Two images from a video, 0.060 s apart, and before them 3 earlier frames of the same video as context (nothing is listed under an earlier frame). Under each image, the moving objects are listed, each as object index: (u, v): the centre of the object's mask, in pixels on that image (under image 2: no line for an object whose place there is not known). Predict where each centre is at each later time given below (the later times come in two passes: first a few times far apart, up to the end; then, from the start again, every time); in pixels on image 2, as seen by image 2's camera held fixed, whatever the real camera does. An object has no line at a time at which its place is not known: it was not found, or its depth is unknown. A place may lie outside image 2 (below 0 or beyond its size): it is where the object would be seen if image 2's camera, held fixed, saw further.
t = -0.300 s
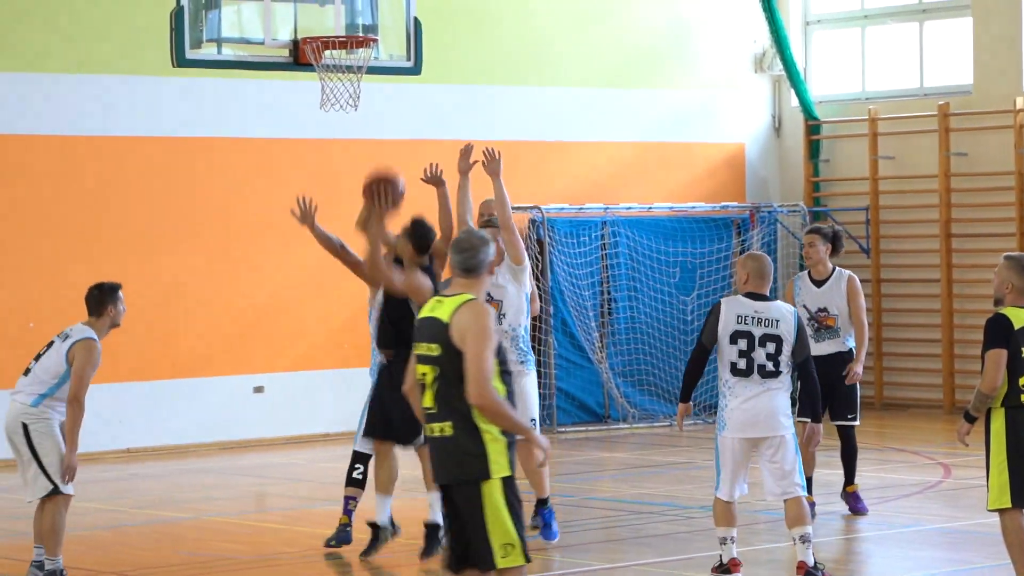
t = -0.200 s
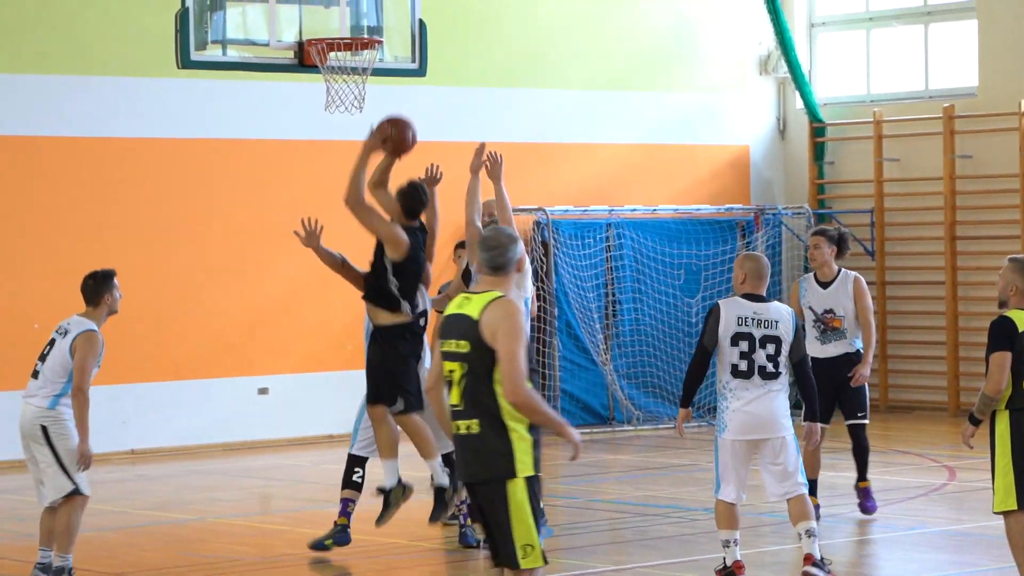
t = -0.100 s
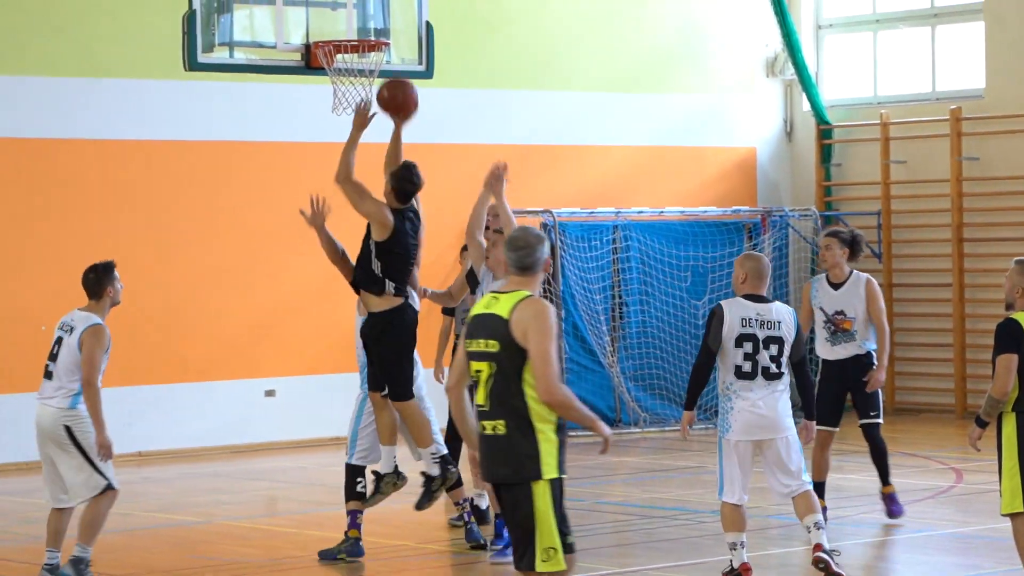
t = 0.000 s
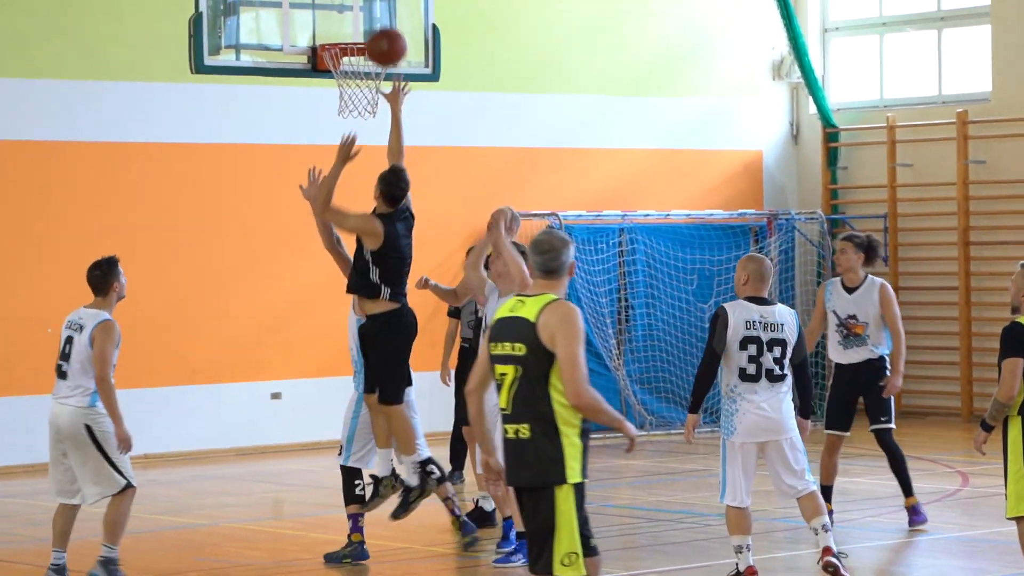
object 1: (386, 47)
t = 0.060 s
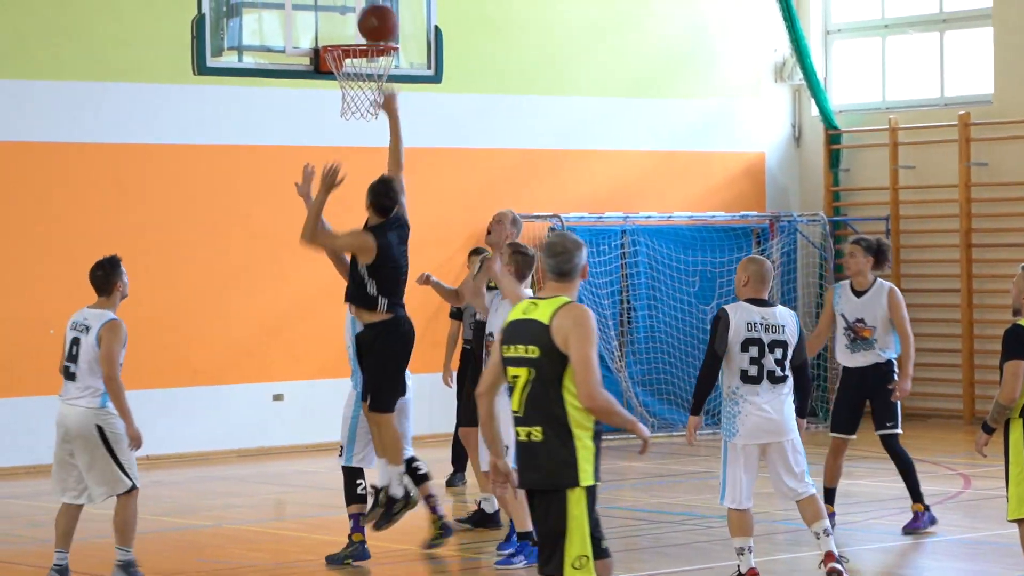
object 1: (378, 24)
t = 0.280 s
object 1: (342, -6)
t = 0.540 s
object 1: (358, 24)
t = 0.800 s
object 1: (377, 110)
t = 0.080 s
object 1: (374, 17)
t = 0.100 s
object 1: (371, 13)
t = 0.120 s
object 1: (368, 9)
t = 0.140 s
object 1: (364, 6)
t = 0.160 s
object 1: (361, 4)
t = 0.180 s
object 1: (358, 1)
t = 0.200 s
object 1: (354, -1)
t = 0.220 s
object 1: (351, -3)
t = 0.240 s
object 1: (348, -4)
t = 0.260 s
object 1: (345, -5)
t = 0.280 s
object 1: (342, -6)
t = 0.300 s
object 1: (339, -6)
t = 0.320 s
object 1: (336, -6)
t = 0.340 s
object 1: (333, -5)
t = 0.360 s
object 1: (330, -5)
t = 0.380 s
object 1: (327, -3)
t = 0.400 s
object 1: (328, -3)
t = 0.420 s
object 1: (332, -1)
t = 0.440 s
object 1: (336, 0)
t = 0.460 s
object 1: (341, 3)
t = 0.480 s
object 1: (345, 8)
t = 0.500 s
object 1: (349, 13)
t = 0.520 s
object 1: (354, 18)
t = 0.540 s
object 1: (358, 24)
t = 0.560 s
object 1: (363, 29)
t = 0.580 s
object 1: (368, 33)
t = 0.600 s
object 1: (372, 46)
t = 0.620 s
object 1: (377, 56)
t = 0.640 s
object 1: (379, 65)
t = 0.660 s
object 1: (380, 71)
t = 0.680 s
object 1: (380, 77)
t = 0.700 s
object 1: (381, 83)
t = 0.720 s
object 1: (380, 87)
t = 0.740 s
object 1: (379, 91)
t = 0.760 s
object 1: (379, 96)
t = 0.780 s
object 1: (378, 108)
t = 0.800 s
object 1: (377, 110)
